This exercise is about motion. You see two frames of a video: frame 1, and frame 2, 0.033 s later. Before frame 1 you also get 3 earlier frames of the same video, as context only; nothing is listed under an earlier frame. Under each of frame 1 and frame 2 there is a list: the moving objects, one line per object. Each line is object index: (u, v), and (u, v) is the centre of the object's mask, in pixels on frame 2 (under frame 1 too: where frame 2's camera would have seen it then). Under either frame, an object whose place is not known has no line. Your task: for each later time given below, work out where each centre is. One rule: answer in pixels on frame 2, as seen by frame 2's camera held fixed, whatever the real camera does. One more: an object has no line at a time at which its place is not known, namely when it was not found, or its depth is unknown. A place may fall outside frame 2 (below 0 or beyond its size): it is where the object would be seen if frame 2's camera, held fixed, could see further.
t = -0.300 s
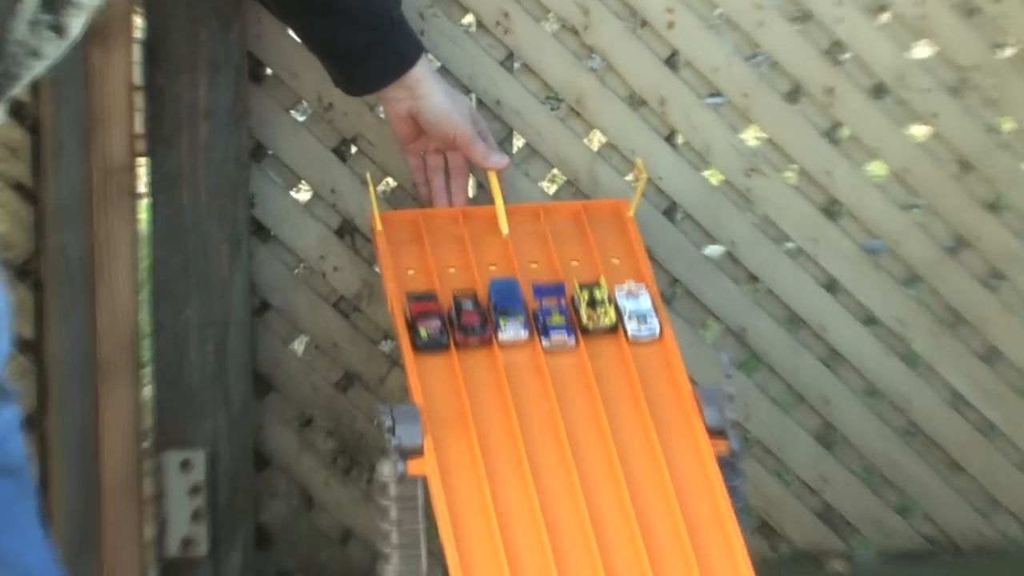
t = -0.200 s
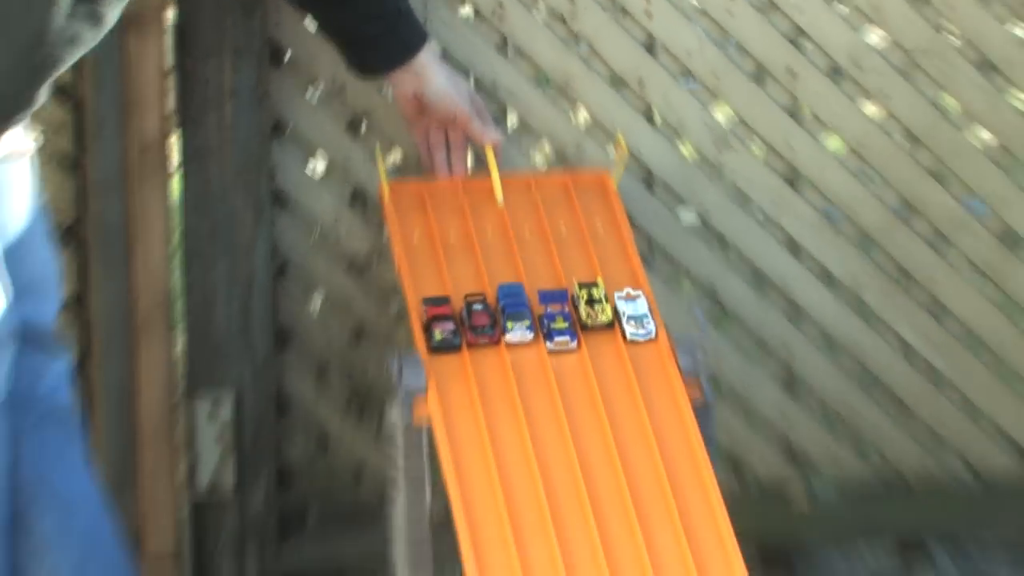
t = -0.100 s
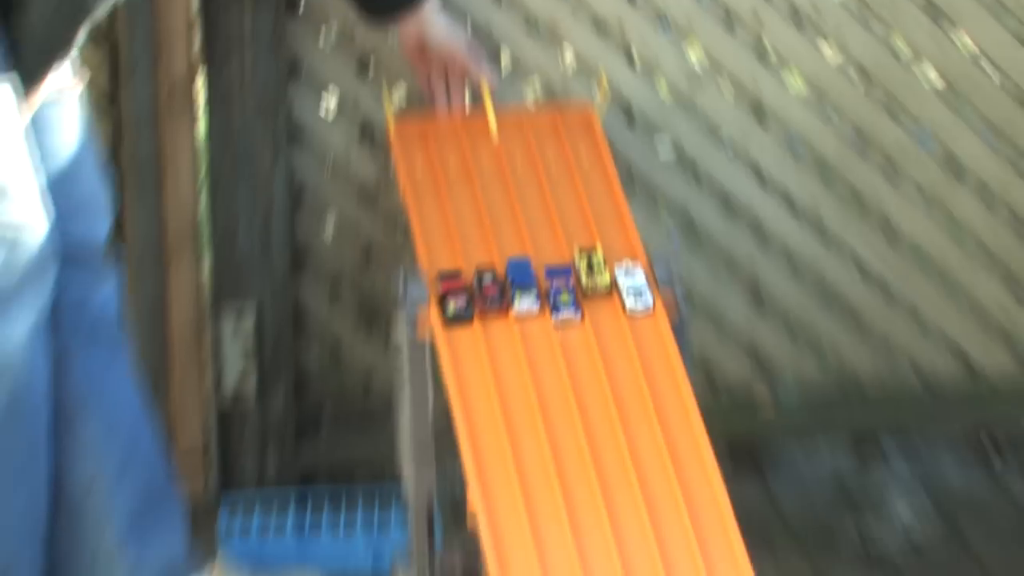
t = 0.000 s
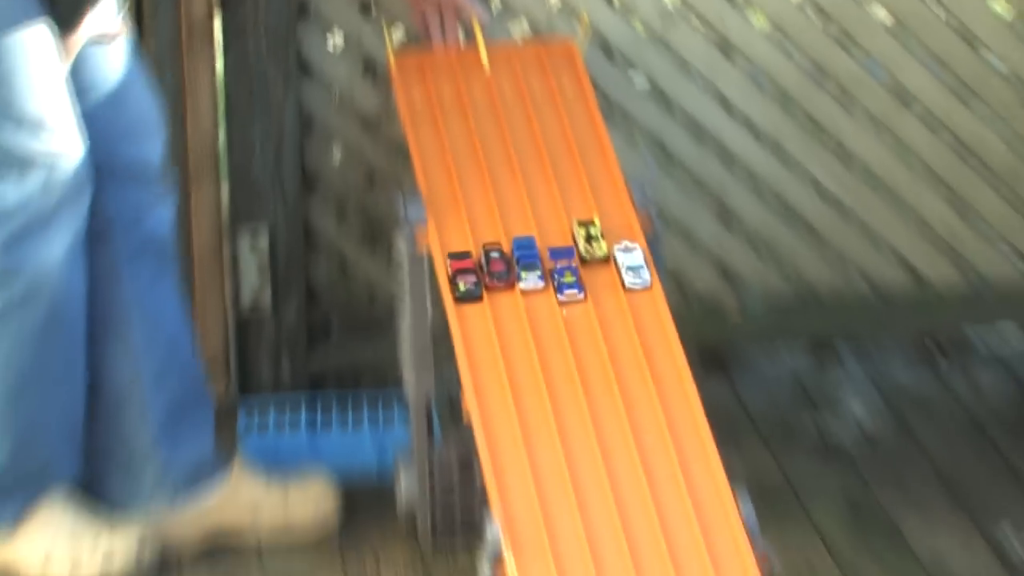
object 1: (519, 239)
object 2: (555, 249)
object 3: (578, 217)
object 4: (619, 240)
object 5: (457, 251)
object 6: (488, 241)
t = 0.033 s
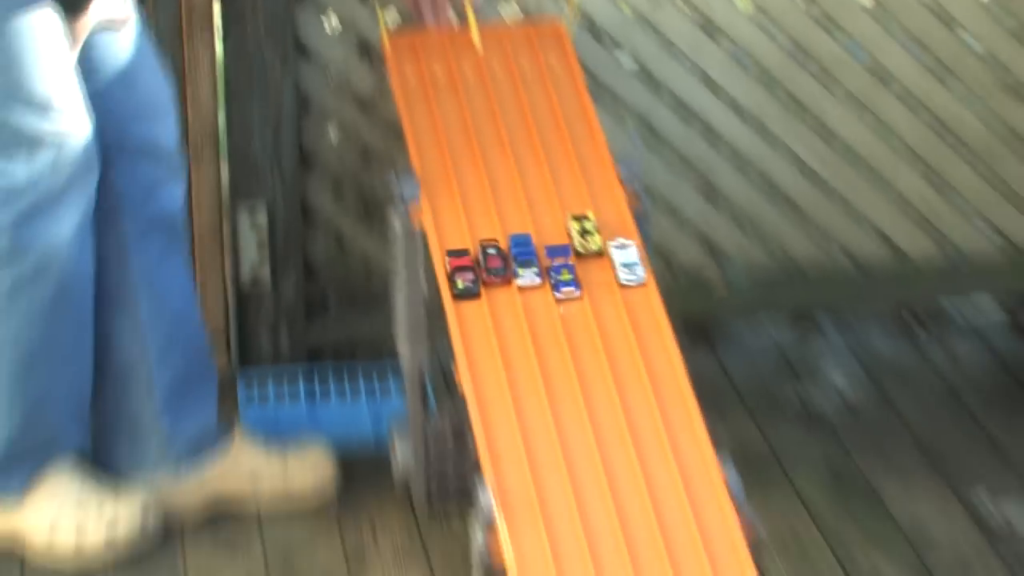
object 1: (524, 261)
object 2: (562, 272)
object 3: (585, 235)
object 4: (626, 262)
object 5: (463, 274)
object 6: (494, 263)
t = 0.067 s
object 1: (531, 284)
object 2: (570, 296)
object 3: (591, 254)
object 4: (635, 285)
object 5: (467, 298)
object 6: (499, 284)
